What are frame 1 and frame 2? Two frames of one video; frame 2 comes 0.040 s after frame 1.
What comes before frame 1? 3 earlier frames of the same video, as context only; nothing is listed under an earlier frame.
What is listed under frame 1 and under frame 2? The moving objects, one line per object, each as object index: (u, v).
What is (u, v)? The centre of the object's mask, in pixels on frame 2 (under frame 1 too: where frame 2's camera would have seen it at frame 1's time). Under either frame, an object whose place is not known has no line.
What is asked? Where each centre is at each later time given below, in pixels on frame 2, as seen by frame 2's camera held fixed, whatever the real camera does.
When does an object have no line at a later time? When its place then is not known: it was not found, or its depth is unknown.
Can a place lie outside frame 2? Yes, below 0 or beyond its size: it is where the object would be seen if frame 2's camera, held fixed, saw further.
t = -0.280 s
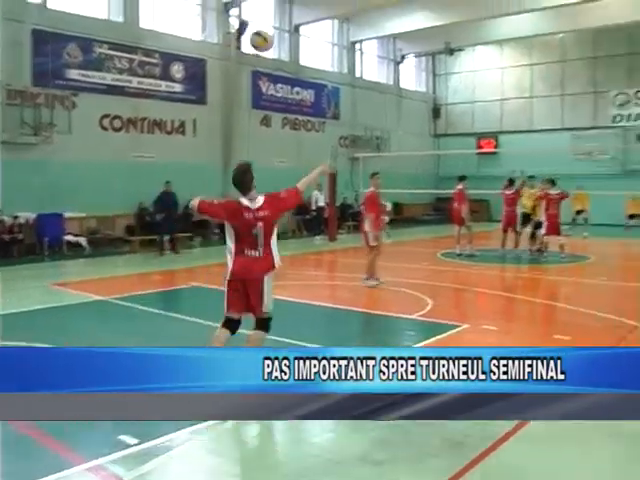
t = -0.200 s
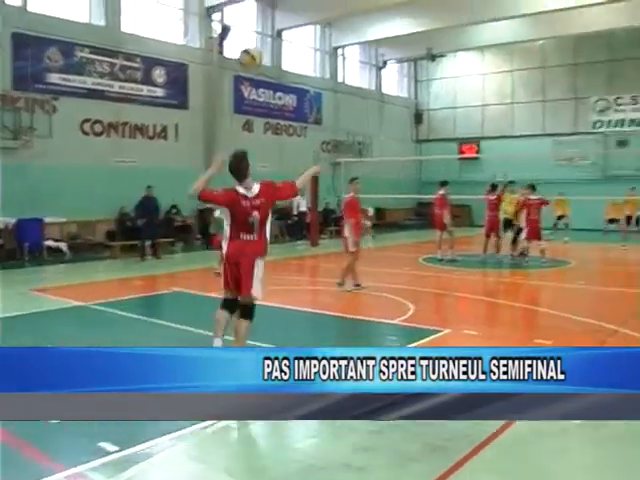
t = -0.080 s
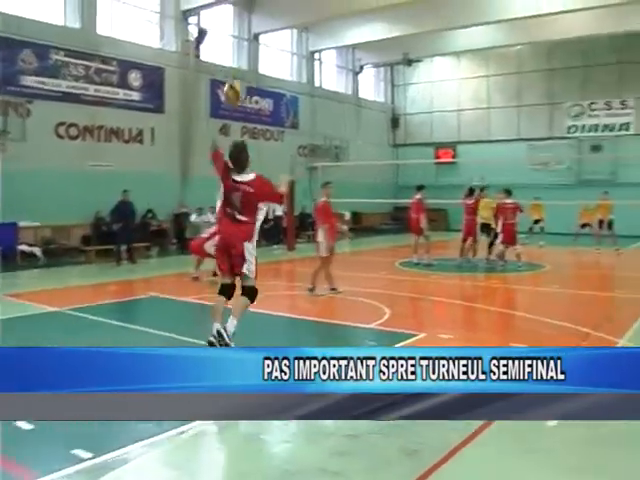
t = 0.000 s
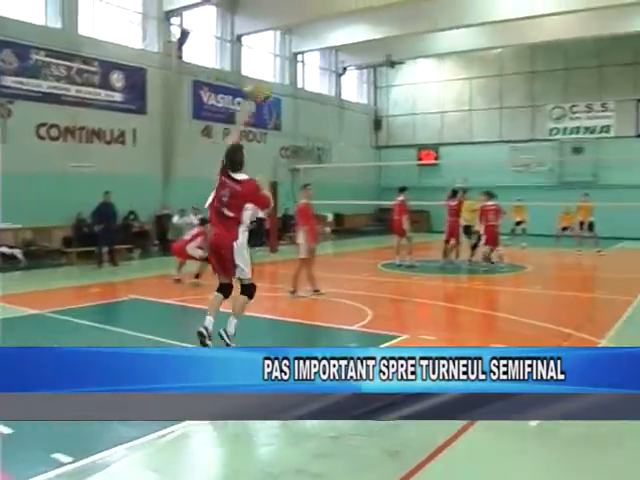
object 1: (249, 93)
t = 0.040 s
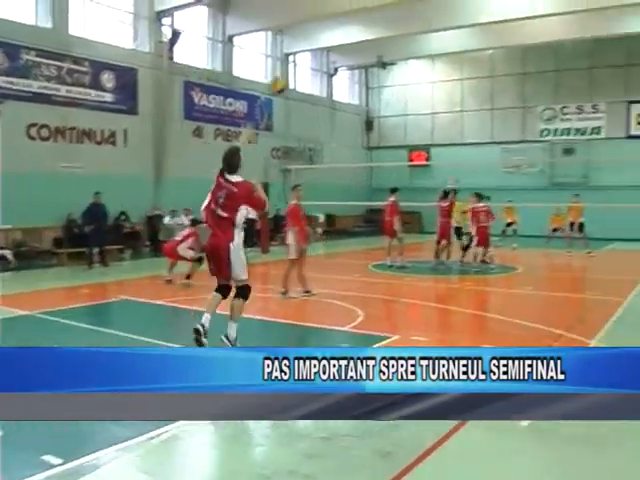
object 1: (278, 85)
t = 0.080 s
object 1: (298, 81)
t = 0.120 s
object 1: (318, 77)
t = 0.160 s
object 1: (336, 74)
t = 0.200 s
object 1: (350, 73)
